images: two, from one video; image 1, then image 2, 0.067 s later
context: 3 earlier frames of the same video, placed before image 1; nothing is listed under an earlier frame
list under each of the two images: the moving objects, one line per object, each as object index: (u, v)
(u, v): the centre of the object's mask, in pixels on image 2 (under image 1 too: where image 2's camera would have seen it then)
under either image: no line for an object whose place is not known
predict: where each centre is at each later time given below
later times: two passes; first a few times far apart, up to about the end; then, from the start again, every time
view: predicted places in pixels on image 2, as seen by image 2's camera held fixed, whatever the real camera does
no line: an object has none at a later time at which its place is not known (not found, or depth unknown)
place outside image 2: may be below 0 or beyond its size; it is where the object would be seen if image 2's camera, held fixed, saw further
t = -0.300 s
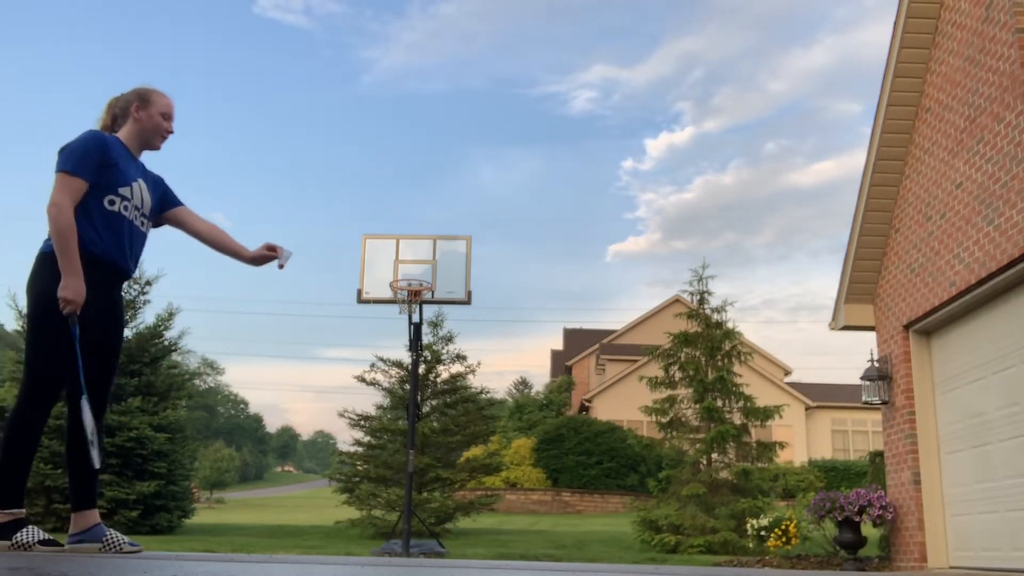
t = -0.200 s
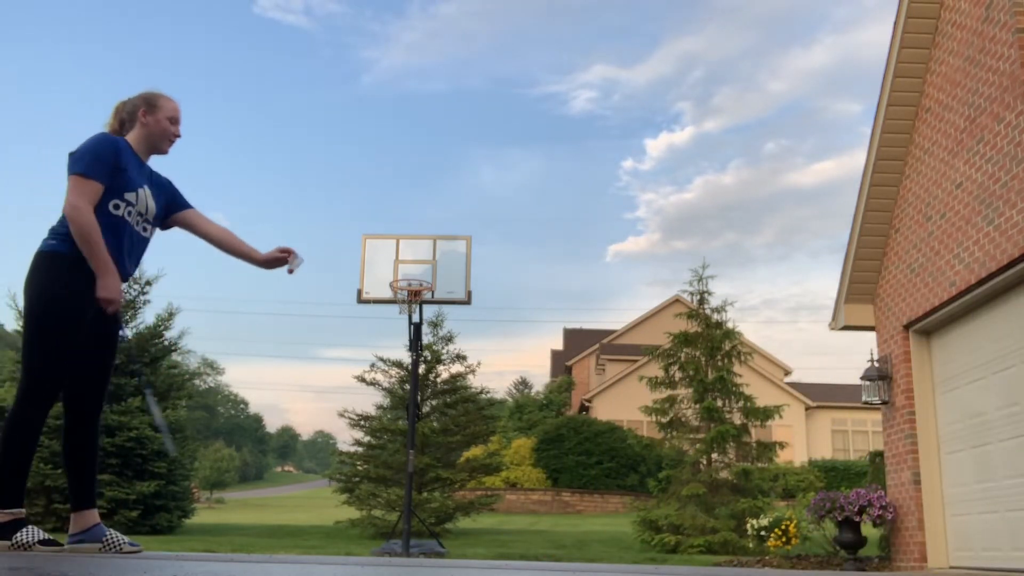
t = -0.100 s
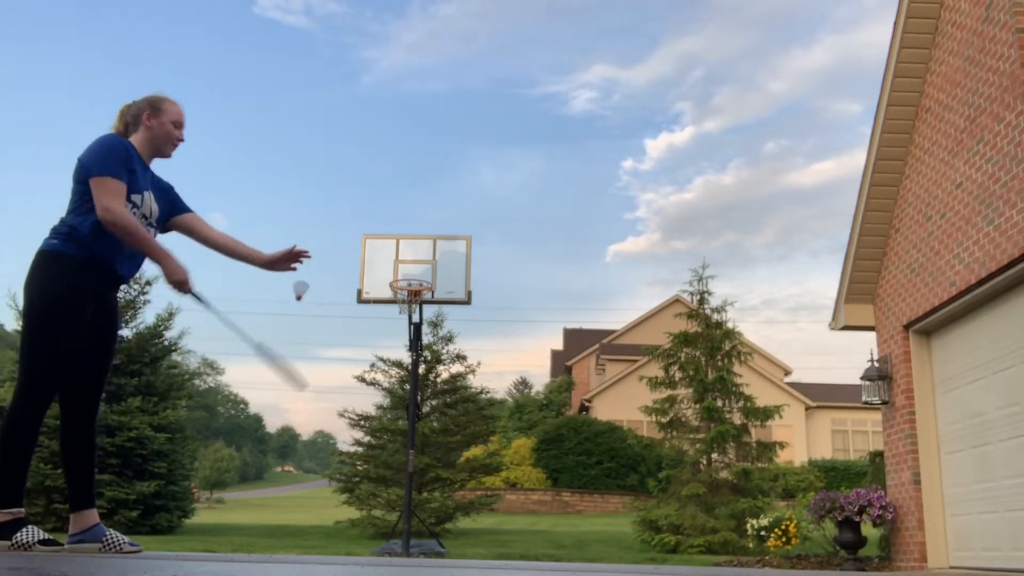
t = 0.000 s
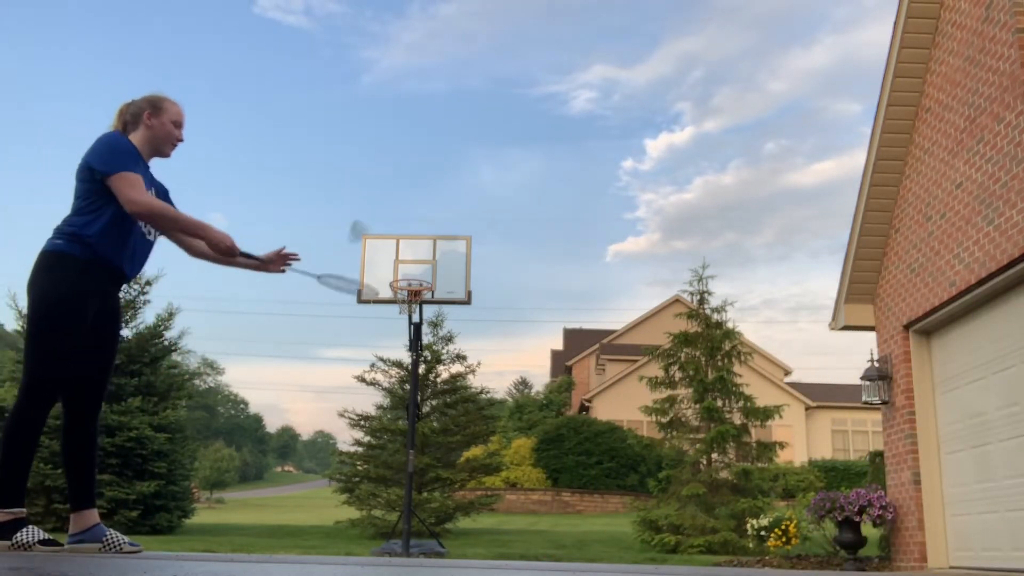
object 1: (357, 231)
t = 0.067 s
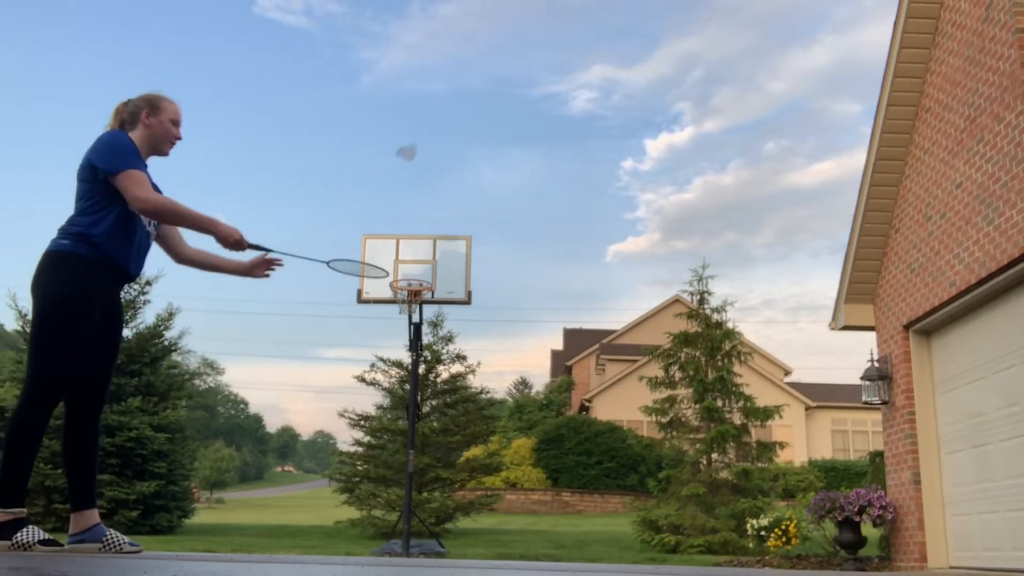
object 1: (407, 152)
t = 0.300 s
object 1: (514, 24)
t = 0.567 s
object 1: (609, 25)
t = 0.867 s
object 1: (698, 158)
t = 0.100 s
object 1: (426, 125)
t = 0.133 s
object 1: (439, 102)
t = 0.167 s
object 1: (454, 80)
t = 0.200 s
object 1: (470, 62)
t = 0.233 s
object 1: (485, 46)
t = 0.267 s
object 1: (500, 34)
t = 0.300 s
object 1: (514, 24)
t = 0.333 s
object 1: (527, 18)
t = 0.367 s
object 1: (540, 11)
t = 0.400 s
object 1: (553, 9)
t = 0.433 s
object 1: (565, 7)
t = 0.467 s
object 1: (577, 8)
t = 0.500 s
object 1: (588, 11)
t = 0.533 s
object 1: (599, 17)
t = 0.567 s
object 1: (609, 25)
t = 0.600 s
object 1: (620, 34)
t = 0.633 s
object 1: (630, 44)
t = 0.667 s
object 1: (640, 57)
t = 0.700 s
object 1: (649, 70)
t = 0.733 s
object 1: (659, 85)
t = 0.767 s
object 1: (669, 101)
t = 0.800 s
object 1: (680, 119)
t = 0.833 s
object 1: (689, 137)
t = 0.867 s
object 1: (698, 158)
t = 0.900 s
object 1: (707, 181)
